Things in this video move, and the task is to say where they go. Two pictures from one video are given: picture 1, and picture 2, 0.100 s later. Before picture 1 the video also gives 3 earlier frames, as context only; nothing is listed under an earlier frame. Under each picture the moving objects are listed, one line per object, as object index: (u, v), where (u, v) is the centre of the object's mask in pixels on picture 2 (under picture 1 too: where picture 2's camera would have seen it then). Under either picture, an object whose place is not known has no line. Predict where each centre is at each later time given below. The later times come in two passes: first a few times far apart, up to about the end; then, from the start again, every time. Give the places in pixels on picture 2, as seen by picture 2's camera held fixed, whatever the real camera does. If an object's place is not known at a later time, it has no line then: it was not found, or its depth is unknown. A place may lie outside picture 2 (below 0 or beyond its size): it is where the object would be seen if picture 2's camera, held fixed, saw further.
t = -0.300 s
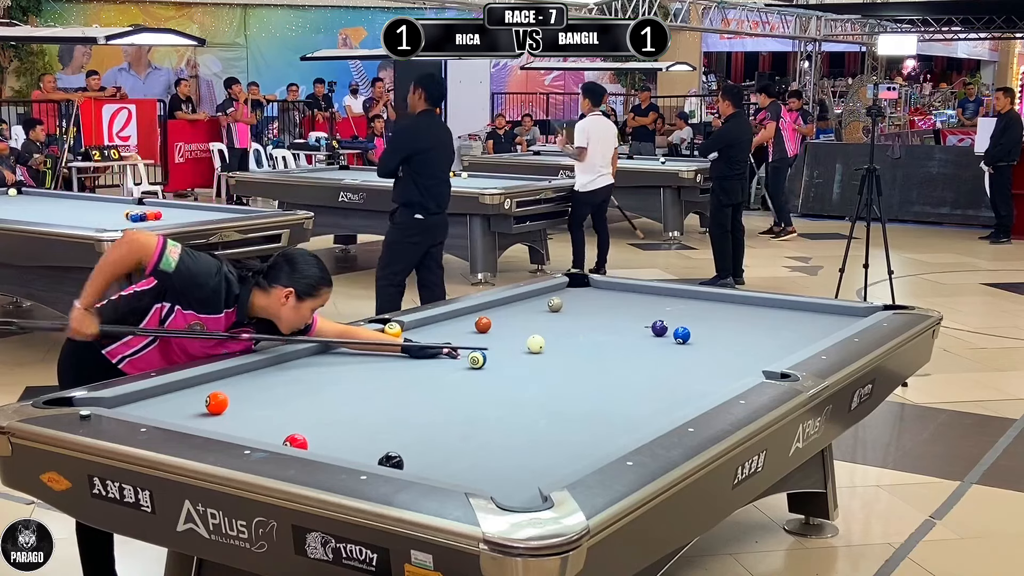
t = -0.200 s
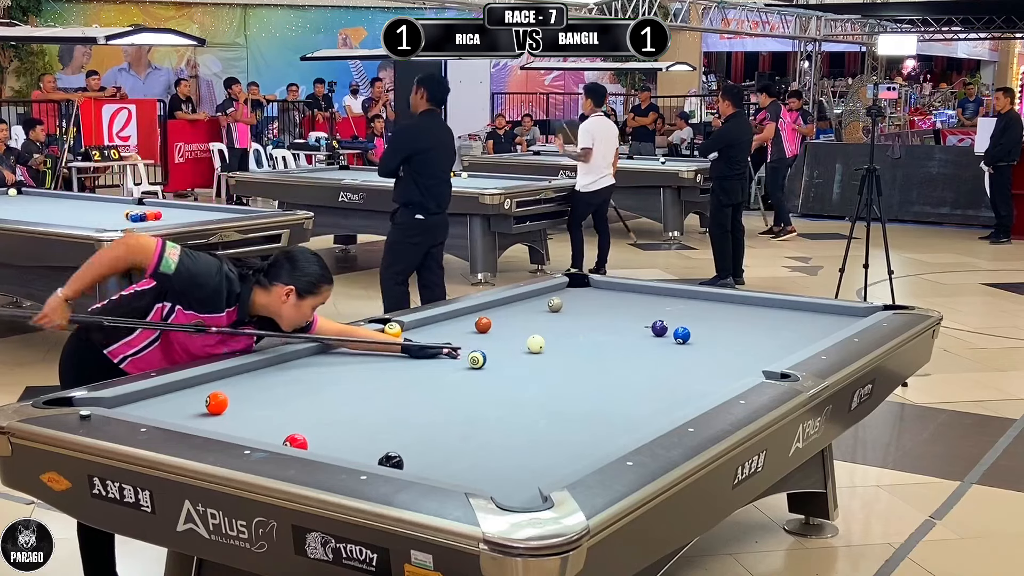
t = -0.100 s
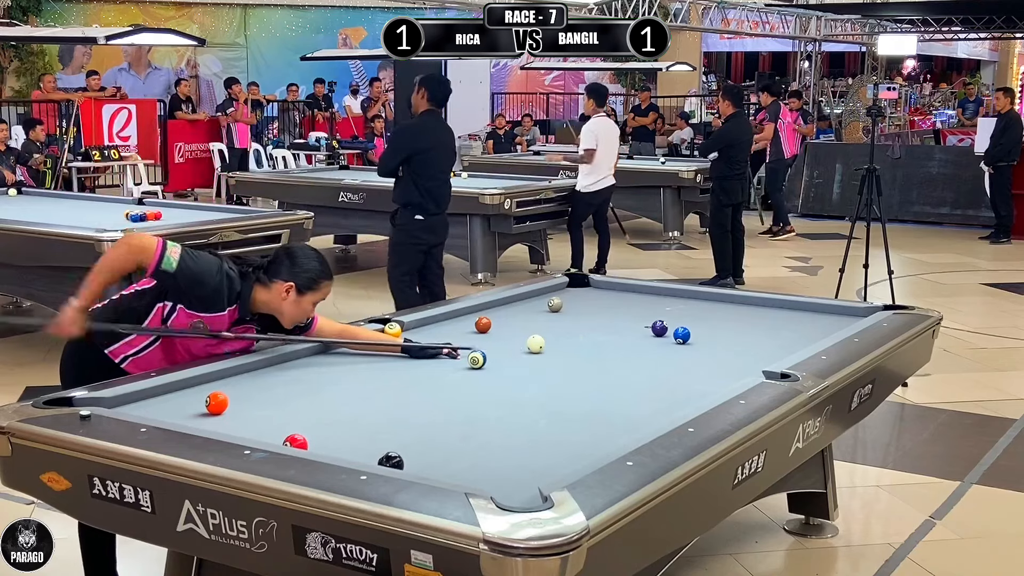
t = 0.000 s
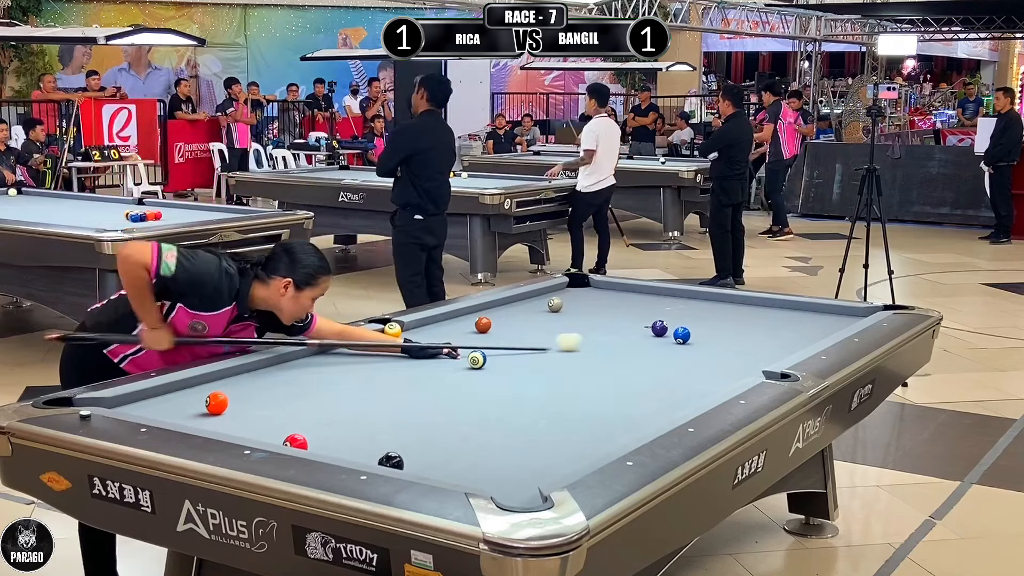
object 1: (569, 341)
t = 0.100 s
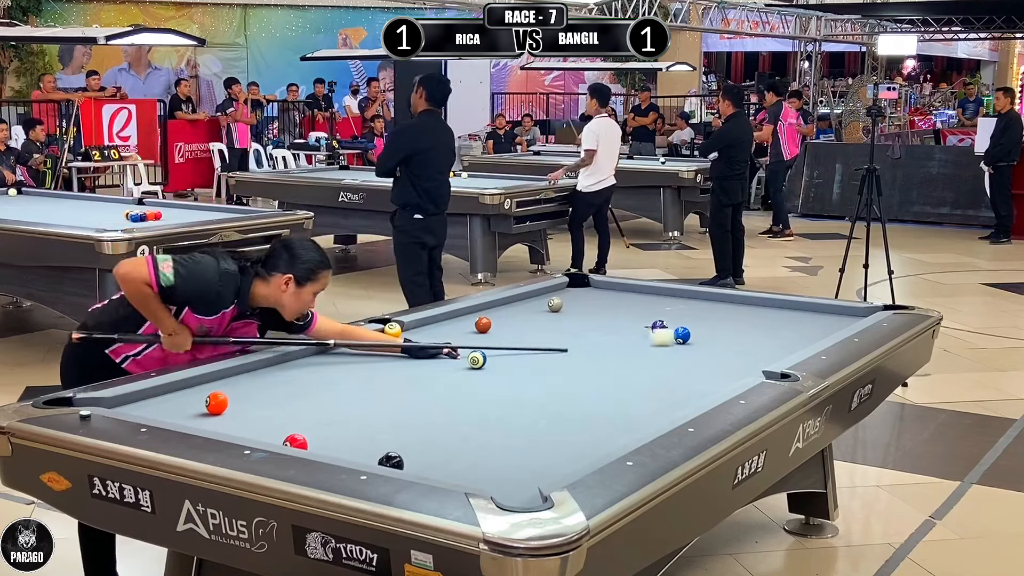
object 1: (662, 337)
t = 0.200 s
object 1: (681, 340)
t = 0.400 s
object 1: (688, 347)
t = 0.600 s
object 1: (686, 354)
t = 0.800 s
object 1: (683, 361)
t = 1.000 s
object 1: (682, 369)
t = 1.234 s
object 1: (679, 377)
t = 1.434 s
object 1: (678, 385)
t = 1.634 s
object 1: (676, 393)
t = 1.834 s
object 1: (674, 401)
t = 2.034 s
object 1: (672, 407)
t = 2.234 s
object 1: (666, 412)
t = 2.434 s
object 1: (652, 417)
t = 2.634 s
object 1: (639, 422)
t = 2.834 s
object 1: (626, 426)
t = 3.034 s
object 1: (615, 429)
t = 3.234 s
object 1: (604, 431)
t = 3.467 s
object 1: (591, 434)
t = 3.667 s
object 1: (583, 436)
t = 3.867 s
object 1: (575, 438)
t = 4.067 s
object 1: (568, 440)
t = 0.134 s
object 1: (673, 338)
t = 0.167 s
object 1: (678, 339)
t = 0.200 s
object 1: (681, 340)
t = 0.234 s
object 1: (684, 341)
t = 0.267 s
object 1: (687, 342)
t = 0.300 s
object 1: (688, 344)
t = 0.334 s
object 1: (688, 345)
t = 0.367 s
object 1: (688, 346)
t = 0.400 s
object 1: (688, 347)
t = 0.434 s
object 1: (688, 348)
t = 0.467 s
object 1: (687, 350)
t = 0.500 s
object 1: (687, 351)
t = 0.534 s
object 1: (686, 352)
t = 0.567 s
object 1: (686, 353)
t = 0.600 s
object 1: (686, 354)
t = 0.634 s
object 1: (685, 355)
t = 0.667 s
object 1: (685, 356)
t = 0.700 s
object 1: (685, 358)
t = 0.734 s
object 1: (684, 359)
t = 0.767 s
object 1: (684, 360)
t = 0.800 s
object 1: (683, 361)
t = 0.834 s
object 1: (683, 362)
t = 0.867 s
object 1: (683, 364)
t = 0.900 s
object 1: (682, 365)
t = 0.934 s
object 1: (682, 366)
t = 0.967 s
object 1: (682, 368)
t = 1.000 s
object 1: (682, 369)
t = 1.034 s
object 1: (681, 370)
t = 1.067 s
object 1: (681, 371)
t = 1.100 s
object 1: (681, 372)
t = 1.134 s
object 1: (680, 374)
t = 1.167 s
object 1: (680, 375)
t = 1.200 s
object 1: (679, 376)
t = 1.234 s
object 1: (679, 377)
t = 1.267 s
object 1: (679, 379)
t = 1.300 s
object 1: (679, 380)
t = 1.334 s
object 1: (678, 381)
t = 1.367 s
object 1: (678, 383)
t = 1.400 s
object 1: (678, 384)
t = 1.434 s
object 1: (678, 385)
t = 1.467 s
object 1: (677, 386)
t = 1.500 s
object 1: (677, 388)
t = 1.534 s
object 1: (677, 389)
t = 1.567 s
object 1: (677, 390)
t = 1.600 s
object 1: (676, 391)
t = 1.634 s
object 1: (676, 393)
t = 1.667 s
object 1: (676, 394)
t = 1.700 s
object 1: (676, 395)
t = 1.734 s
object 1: (675, 397)
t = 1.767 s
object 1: (675, 398)
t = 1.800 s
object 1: (675, 399)
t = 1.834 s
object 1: (674, 401)
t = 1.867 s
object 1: (674, 402)
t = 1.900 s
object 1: (673, 403)
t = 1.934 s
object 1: (673, 404)
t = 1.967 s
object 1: (673, 405)
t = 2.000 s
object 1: (673, 406)
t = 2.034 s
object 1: (672, 407)
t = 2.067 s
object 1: (672, 408)
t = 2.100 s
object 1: (671, 408)
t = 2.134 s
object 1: (671, 410)
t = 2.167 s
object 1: (670, 410)
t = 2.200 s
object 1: (668, 411)
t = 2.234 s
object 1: (666, 412)
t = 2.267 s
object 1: (663, 413)
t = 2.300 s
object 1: (662, 414)
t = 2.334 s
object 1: (659, 415)
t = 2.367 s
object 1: (656, 415)
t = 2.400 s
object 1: (654, 416)
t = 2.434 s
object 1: (652, 417)
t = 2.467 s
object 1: (650, 418)
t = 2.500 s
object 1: (648, 419)
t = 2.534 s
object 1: (645, 420)
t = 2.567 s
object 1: (643, 420)
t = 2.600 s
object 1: (641, 421)
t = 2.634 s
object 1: (639, 422)
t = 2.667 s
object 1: (636, 422)
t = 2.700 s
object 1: (634, 423)
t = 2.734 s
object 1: (632, 424)
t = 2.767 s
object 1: (631, 424)
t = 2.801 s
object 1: (628, 425)
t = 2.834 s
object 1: (626, 426)
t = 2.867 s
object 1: (624, 426)
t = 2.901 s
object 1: (622, 427)
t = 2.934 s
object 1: (620, 427)
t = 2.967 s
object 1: (618, 428)
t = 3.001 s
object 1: (617, 428)
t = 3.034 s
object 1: (615, 429)
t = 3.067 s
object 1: (613, 429)
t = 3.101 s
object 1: (611, 429)
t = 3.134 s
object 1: (609, 430)
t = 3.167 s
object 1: (607, 431)
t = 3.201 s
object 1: (605, 431)
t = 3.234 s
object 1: (604, 431)
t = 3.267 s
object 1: (602, 432)
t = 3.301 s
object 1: (600, 432)
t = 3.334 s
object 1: (598, 433)
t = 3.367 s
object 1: (596, 433)
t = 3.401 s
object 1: (595, 433)
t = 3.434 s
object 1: (593, 434)
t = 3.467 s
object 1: (591, 434)
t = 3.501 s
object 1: (590, 434)
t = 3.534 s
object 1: (589, 435)
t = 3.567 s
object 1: (587, 435)
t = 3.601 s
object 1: (585, 436)
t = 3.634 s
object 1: (584, 436)
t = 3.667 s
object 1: (583, 436)
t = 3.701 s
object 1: (581, 437)
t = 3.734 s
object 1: (580, 437)
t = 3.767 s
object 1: (579, 437)
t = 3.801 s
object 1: (577, 438)
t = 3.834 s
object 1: (576, 438)
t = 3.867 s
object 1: (575, 438)
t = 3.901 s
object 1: (574, 439)
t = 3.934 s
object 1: (573, 439)
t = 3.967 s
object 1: (571, 439)
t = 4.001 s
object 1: (570, 439)
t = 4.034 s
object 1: (569, 439)
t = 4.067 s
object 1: (568, 440)
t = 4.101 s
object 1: (567, 440)
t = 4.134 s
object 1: (566, 440)
